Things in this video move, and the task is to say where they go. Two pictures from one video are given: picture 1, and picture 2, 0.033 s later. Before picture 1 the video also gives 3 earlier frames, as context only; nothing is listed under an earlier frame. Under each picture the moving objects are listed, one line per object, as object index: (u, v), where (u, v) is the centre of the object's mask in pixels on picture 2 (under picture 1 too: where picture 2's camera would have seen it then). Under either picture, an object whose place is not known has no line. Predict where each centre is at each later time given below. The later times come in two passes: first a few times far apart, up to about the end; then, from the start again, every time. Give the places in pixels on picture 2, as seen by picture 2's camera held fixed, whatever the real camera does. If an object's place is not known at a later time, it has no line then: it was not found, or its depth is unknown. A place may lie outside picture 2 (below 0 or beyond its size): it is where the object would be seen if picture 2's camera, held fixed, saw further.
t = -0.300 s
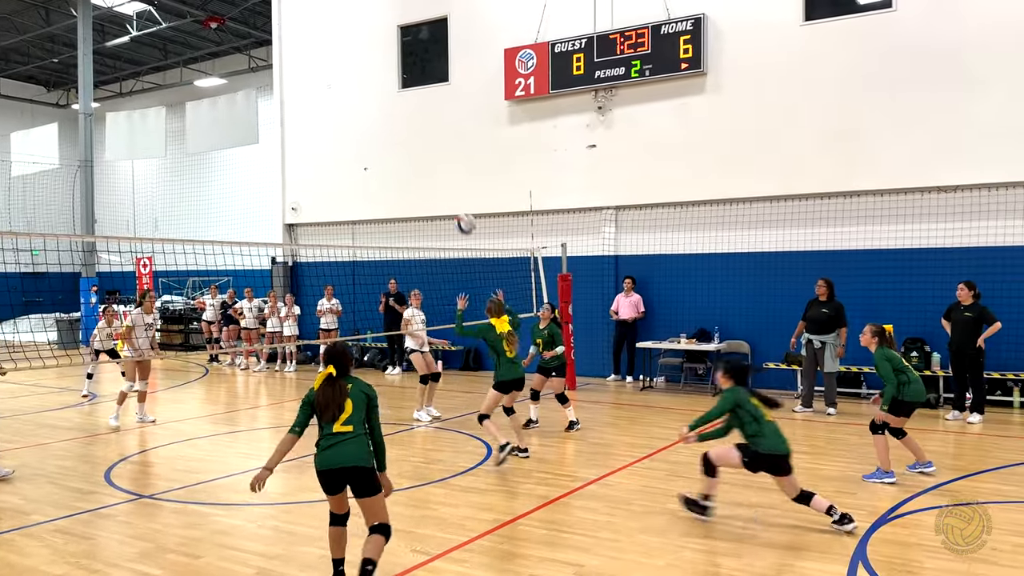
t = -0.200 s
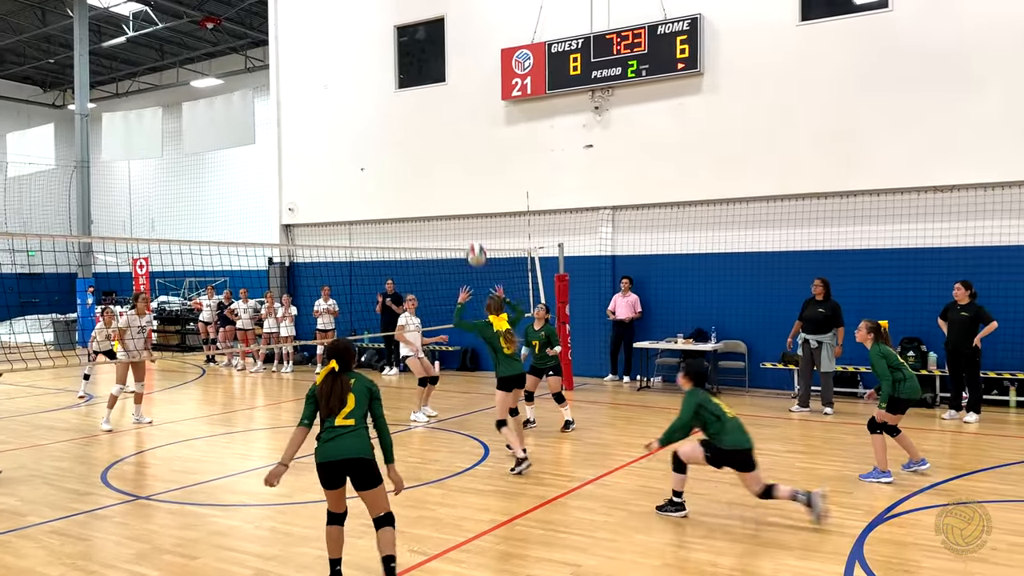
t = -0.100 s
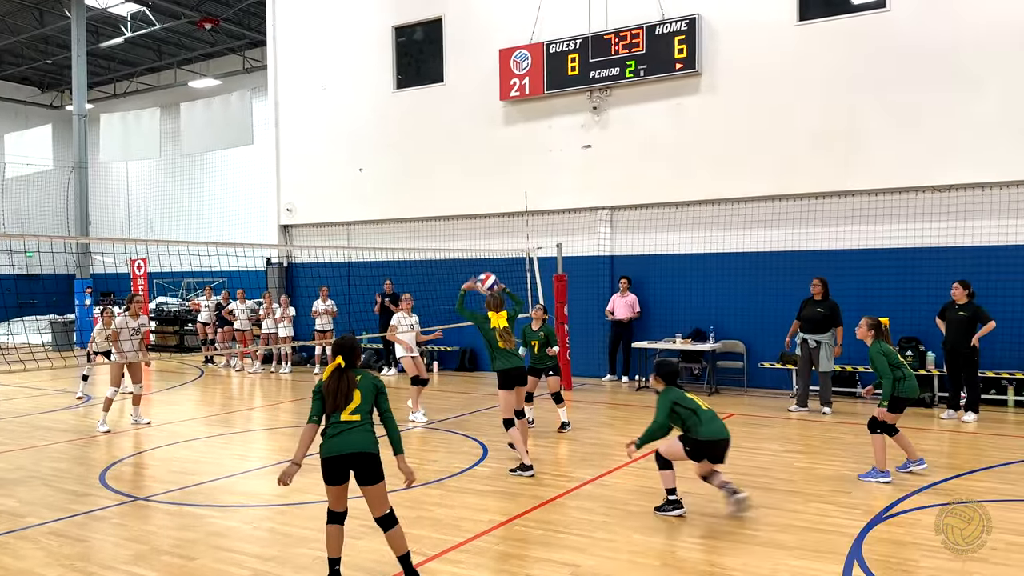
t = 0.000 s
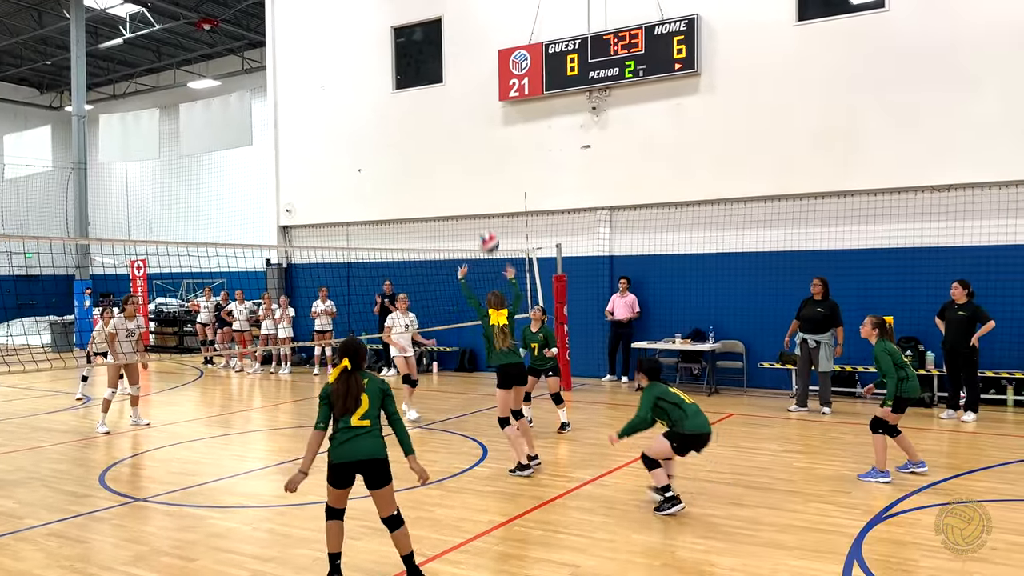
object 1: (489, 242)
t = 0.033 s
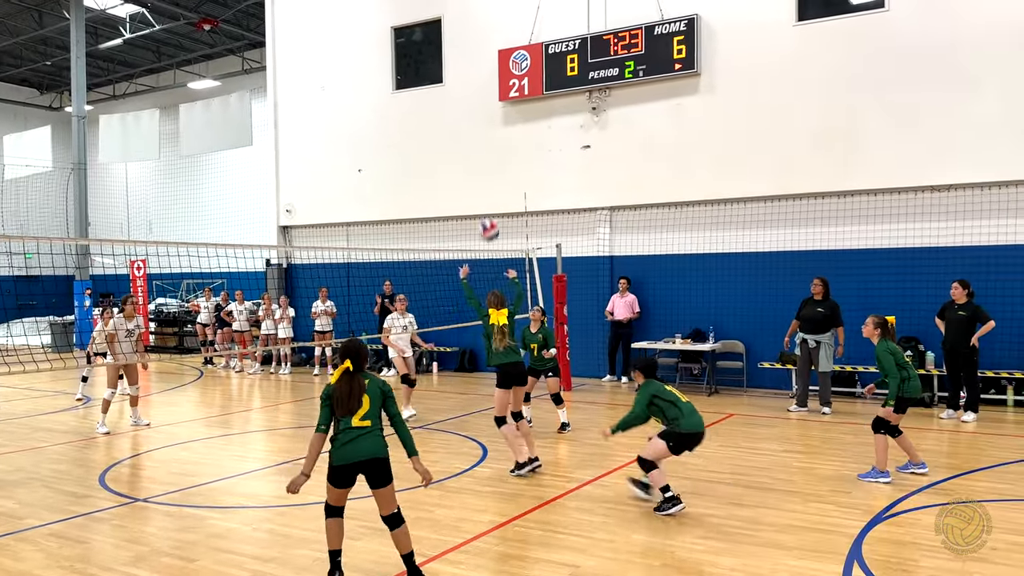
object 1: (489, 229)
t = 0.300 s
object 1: (493, 167)
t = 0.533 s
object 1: (496, 172)
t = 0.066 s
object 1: (489, 218)
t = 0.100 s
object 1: (490, 206)
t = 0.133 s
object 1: (490, 197)
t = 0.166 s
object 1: (491, 189)
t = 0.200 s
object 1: (491, 182)
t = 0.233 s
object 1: (492, 176)
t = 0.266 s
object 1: (492, 171)
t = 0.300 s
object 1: (493, 167)
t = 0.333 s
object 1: (493, 165)
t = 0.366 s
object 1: (494, 164)
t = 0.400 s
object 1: (494, 164)
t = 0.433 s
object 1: (495, 164)
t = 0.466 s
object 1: (495, 166)
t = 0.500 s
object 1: (495, 168)
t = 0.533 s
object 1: (496, 172)
